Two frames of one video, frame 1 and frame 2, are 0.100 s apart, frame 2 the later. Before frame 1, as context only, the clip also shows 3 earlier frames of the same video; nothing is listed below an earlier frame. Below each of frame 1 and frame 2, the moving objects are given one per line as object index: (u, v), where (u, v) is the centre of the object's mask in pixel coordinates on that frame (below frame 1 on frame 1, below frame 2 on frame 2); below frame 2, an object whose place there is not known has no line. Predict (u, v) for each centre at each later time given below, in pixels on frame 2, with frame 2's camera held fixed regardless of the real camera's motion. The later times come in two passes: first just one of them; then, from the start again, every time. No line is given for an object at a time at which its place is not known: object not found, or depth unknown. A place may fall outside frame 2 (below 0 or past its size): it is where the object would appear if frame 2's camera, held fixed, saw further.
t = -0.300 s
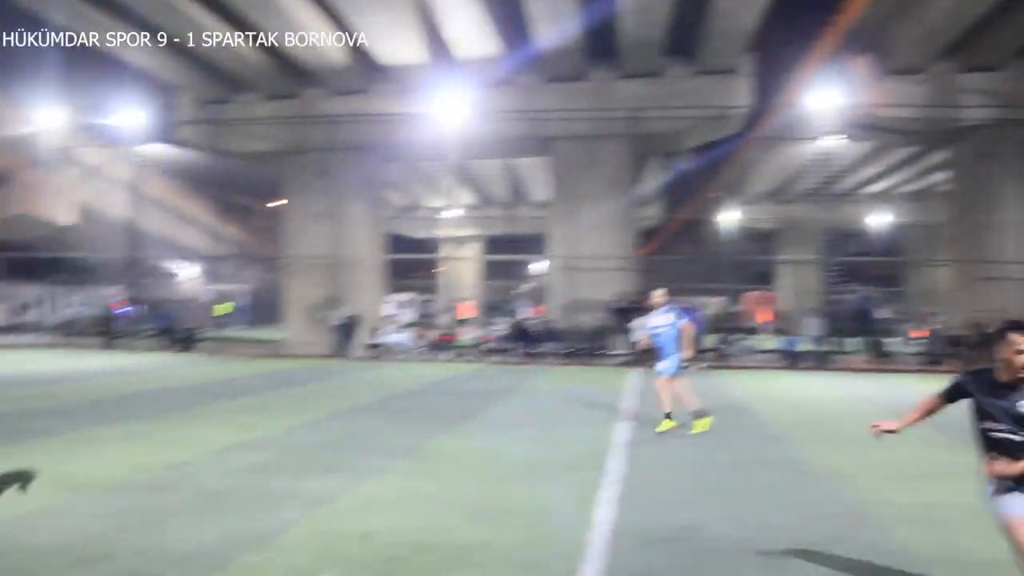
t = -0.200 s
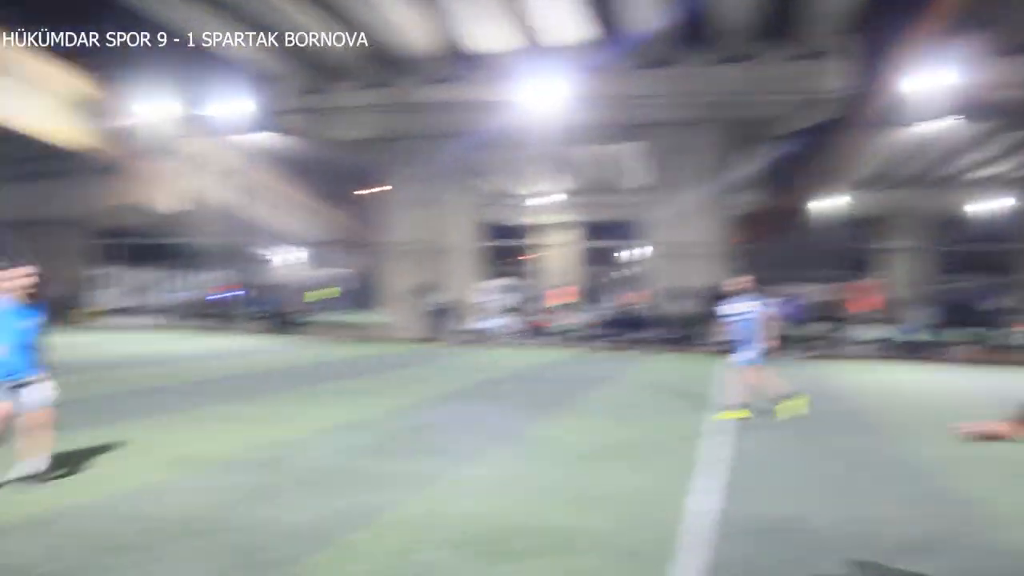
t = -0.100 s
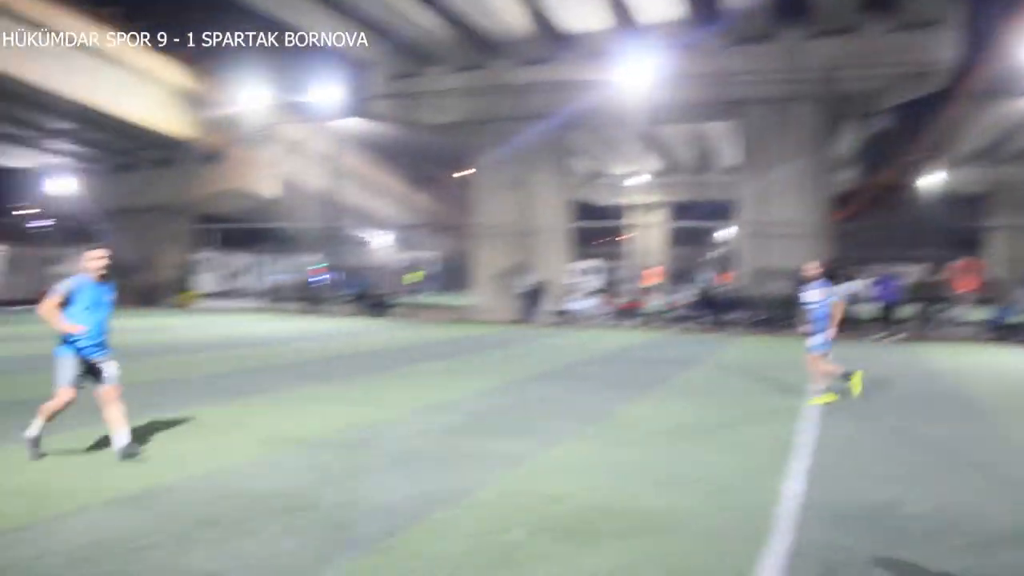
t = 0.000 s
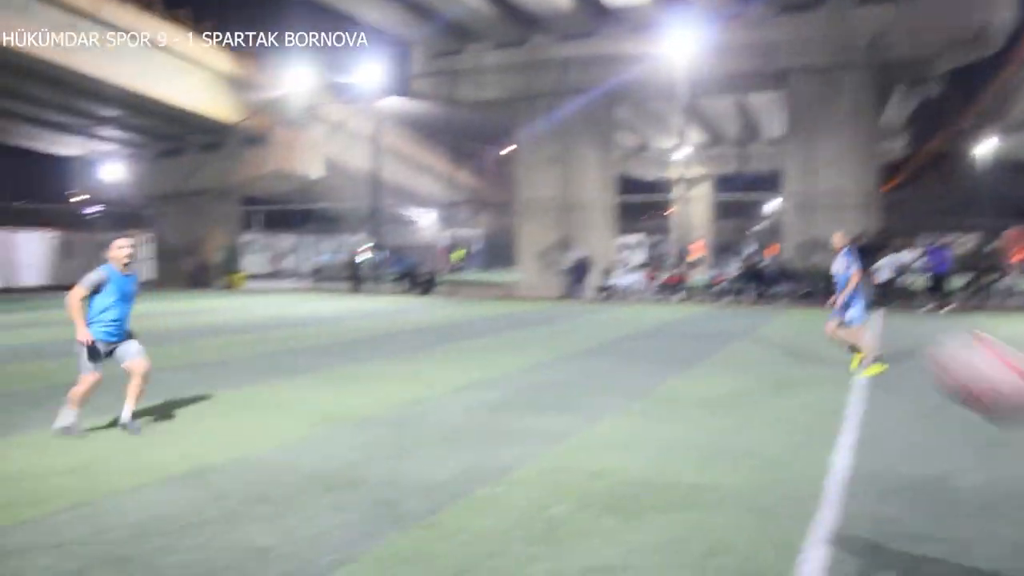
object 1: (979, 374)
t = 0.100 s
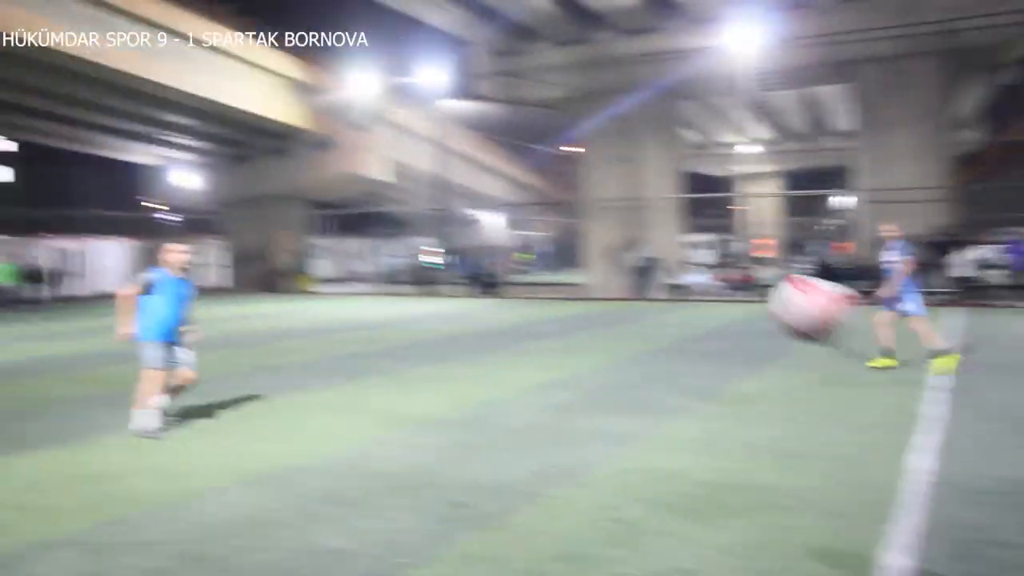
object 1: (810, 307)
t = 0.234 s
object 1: (583, 279)
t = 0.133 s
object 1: (744, 295)
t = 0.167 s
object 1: (682, 286)
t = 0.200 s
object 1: (630, 282)
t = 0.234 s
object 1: (583, 279)
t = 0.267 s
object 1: (540, 280)
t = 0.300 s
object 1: (502, 284)
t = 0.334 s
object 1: (467, 289)
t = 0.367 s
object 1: (435, 295)
